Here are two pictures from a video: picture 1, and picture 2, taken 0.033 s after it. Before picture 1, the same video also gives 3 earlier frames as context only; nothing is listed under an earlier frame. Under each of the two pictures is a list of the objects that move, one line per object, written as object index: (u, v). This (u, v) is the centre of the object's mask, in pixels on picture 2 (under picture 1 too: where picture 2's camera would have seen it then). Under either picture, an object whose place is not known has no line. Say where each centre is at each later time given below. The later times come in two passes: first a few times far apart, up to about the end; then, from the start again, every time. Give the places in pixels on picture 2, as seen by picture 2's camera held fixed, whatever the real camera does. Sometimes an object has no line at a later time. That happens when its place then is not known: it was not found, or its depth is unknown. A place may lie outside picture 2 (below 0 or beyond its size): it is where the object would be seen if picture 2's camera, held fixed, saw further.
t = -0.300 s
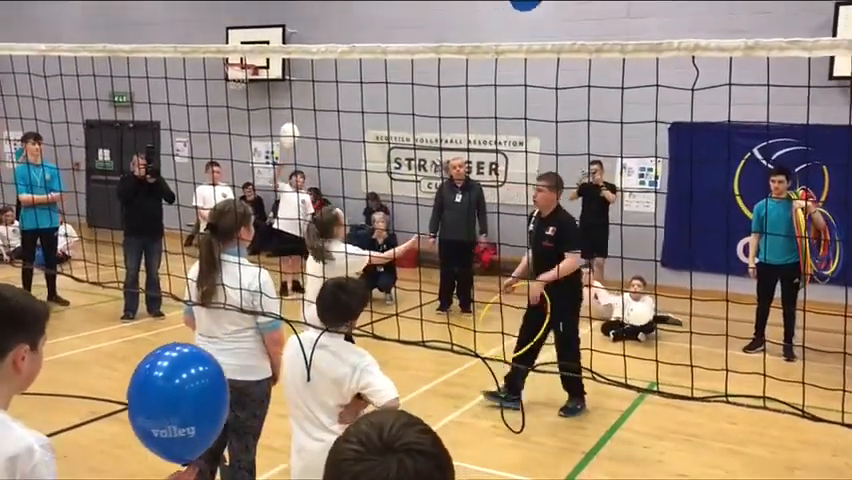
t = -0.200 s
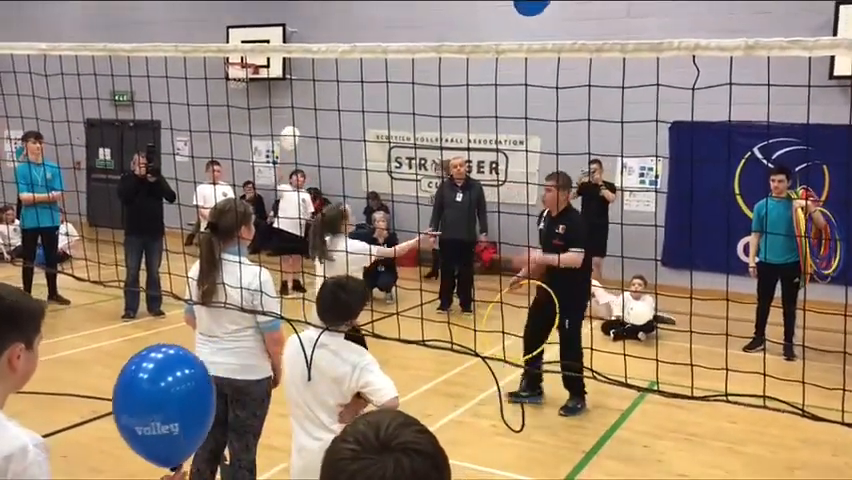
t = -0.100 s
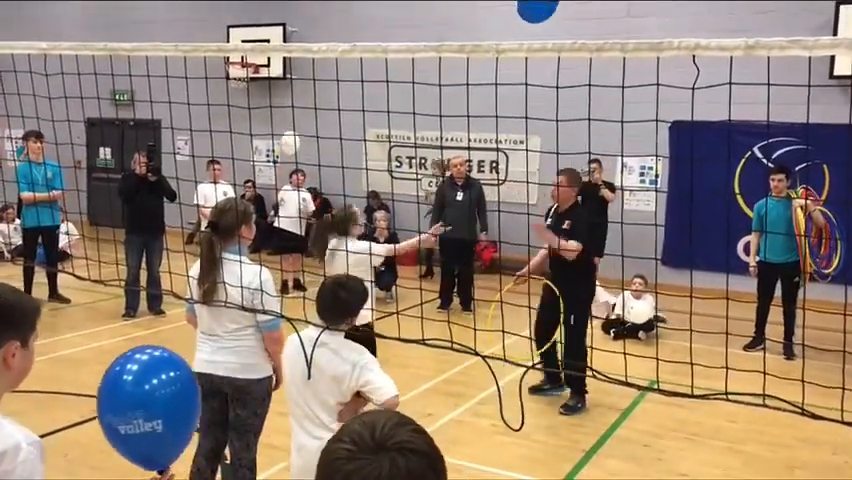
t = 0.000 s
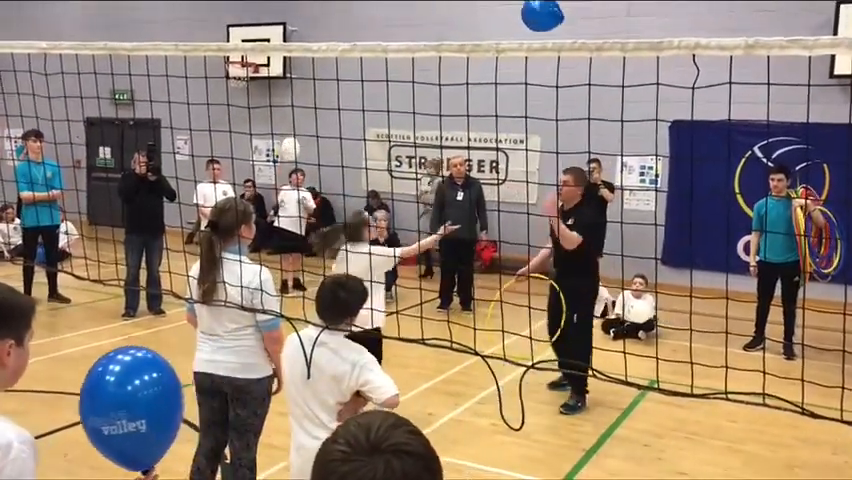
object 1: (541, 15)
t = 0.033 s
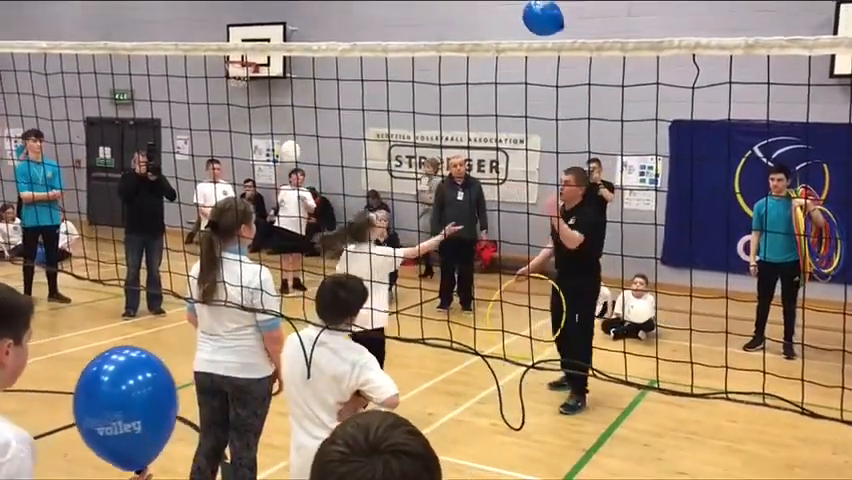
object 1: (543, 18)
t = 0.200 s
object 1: (549, 30)
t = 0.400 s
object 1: (553, 77)
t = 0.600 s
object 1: (553, 115)
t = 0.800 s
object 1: (549, 149)
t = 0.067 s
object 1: (544, 21)
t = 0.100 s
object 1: (545, 23)
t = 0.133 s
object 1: (546, 26)
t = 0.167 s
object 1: (547, 28)
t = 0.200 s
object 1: (549, 30)
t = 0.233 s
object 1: (550, 33)
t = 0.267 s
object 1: (551, 64)
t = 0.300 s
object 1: (551, 66)
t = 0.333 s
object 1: (552, 69)
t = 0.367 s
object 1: (553, 72)
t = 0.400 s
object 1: (553, 77)
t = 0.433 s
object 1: (554, 83)
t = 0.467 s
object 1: (554, 90)
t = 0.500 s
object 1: (554, 95)
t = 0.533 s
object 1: (553, 101)
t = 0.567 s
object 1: (553, 108)
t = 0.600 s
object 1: (553, 115)
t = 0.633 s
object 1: (552, 121)
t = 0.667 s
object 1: (552, 127)
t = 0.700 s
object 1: (552, 132)
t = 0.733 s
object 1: (551, 138)
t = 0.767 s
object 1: (550, 143)
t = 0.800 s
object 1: (549, 149)
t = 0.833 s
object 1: (548, 154)
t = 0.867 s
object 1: (547, 159)
